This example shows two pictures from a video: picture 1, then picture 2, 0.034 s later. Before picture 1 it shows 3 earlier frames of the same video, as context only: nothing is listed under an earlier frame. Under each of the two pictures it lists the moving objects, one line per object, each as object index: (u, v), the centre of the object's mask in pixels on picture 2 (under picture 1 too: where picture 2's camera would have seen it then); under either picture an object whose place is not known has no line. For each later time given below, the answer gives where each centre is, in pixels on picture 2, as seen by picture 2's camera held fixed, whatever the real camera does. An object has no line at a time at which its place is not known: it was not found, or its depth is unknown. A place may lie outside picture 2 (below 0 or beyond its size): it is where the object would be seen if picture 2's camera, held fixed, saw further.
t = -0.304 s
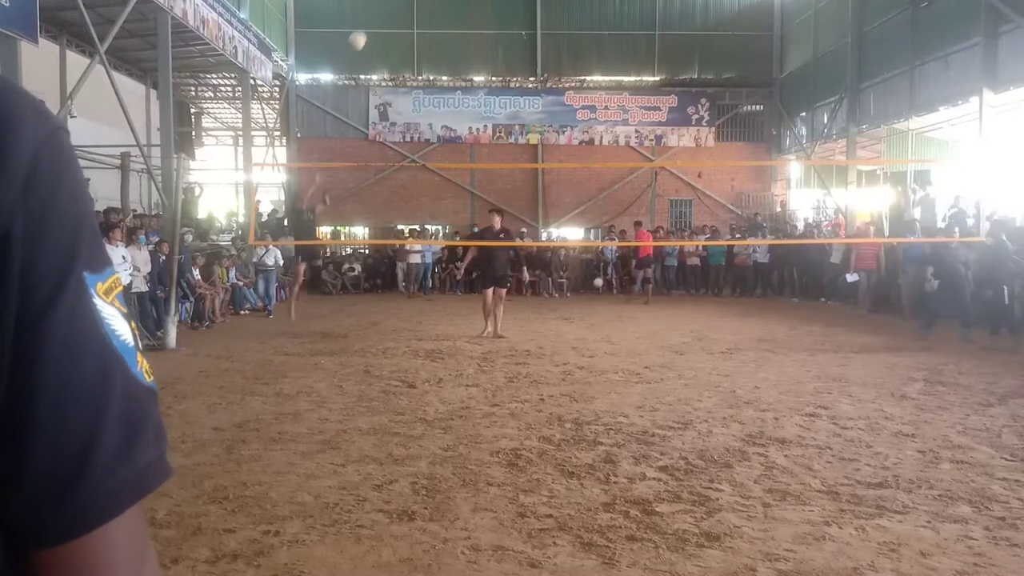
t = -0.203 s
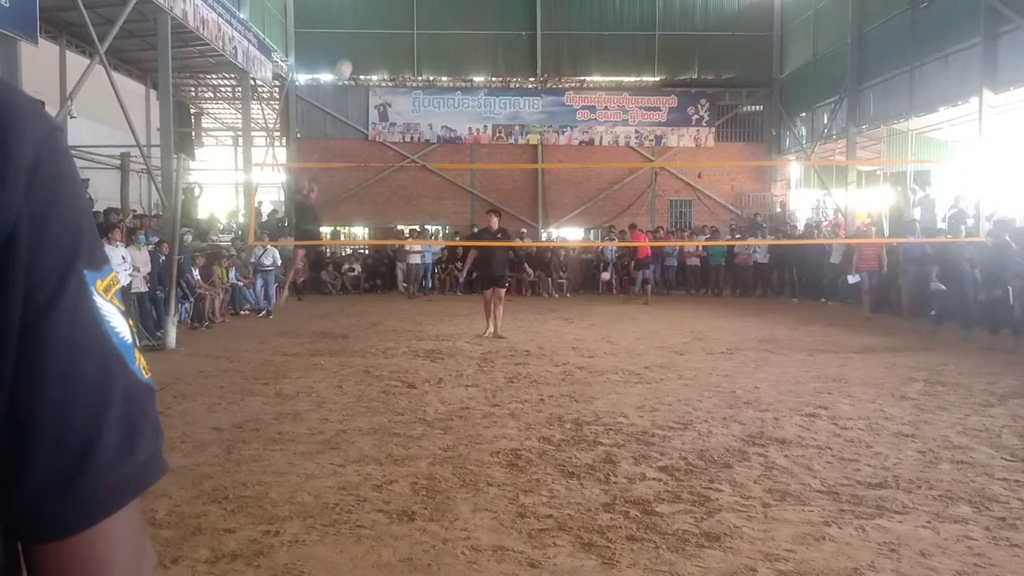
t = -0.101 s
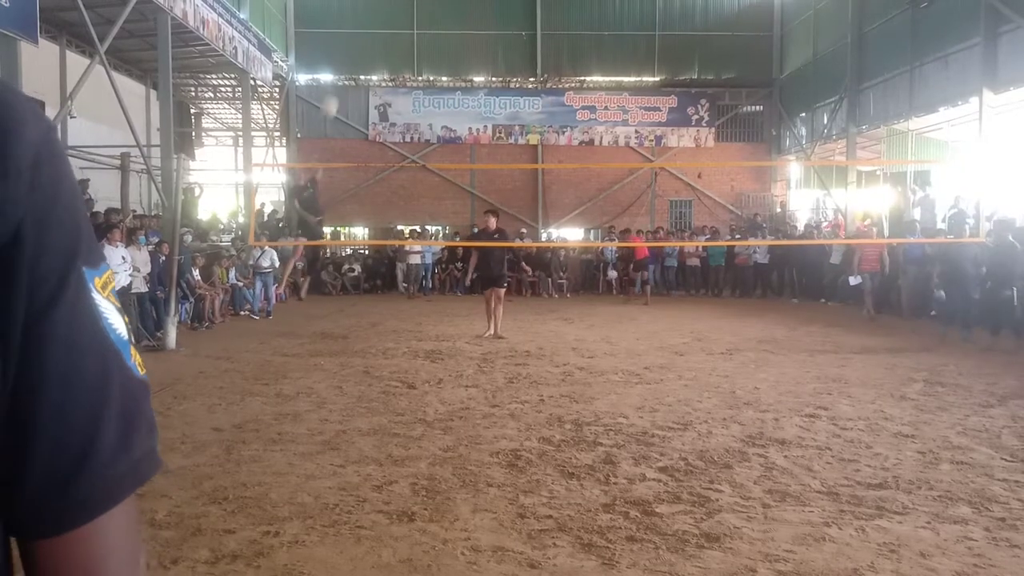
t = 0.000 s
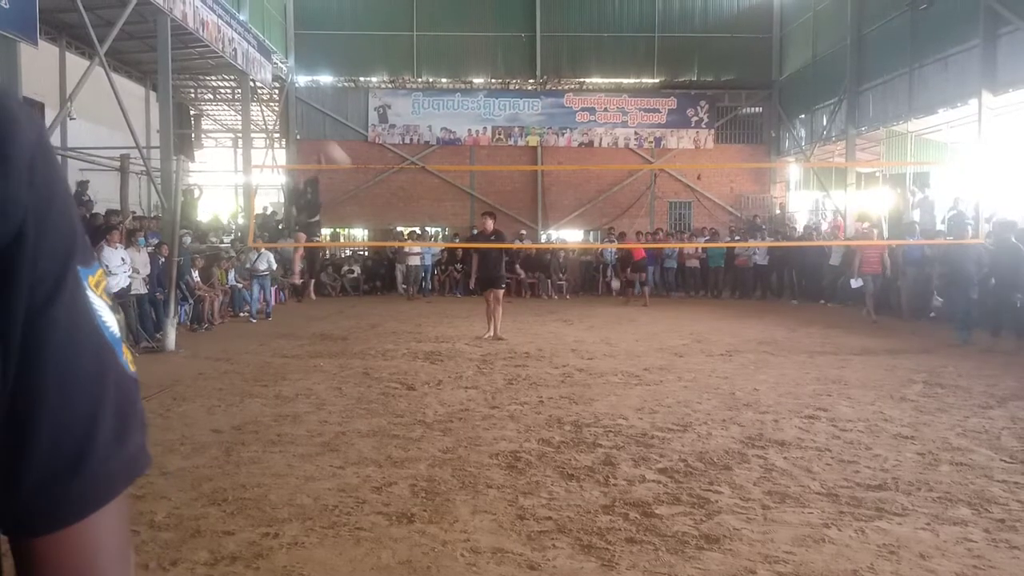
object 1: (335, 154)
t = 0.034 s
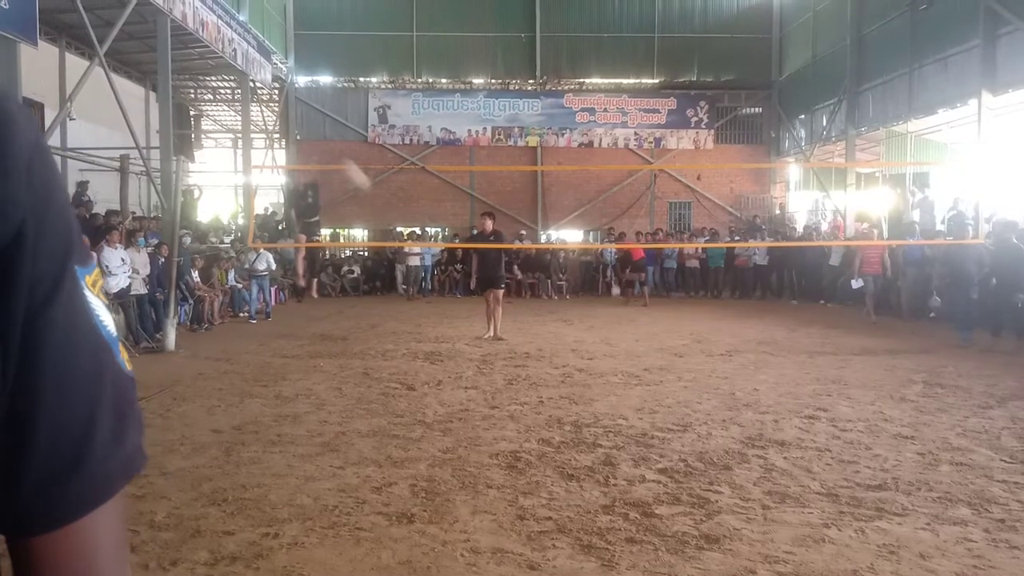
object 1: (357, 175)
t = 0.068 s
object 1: (377, 201)
